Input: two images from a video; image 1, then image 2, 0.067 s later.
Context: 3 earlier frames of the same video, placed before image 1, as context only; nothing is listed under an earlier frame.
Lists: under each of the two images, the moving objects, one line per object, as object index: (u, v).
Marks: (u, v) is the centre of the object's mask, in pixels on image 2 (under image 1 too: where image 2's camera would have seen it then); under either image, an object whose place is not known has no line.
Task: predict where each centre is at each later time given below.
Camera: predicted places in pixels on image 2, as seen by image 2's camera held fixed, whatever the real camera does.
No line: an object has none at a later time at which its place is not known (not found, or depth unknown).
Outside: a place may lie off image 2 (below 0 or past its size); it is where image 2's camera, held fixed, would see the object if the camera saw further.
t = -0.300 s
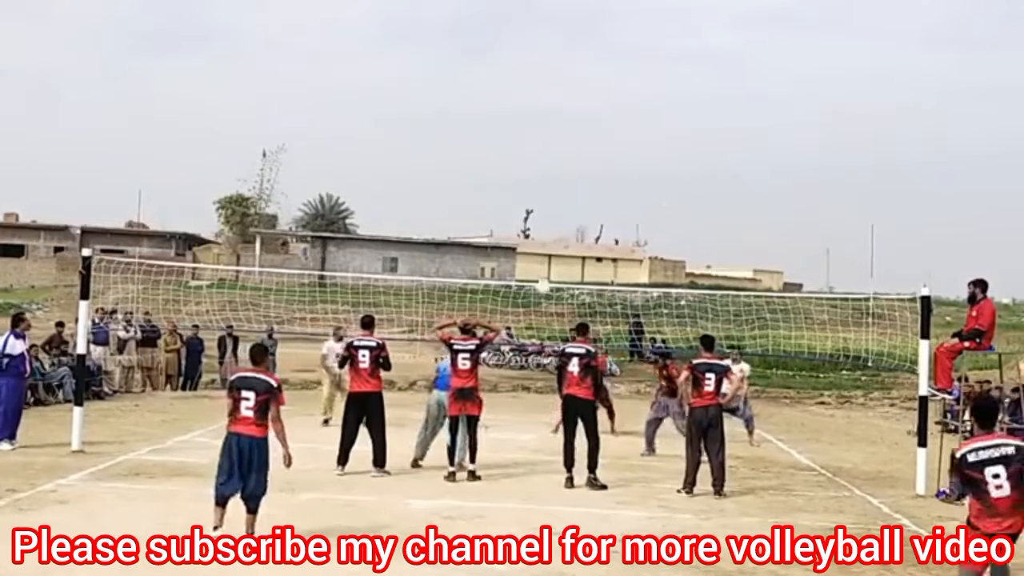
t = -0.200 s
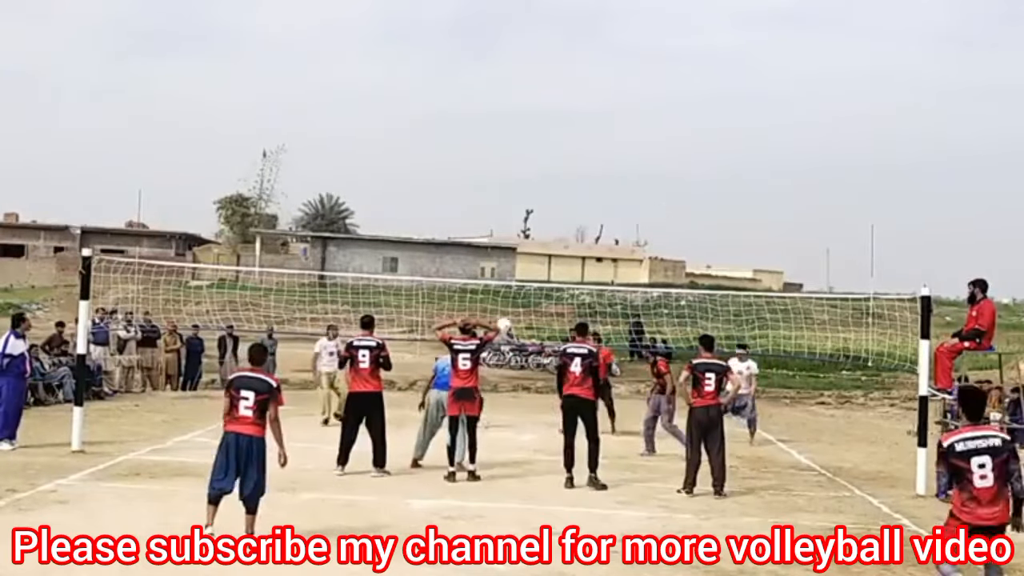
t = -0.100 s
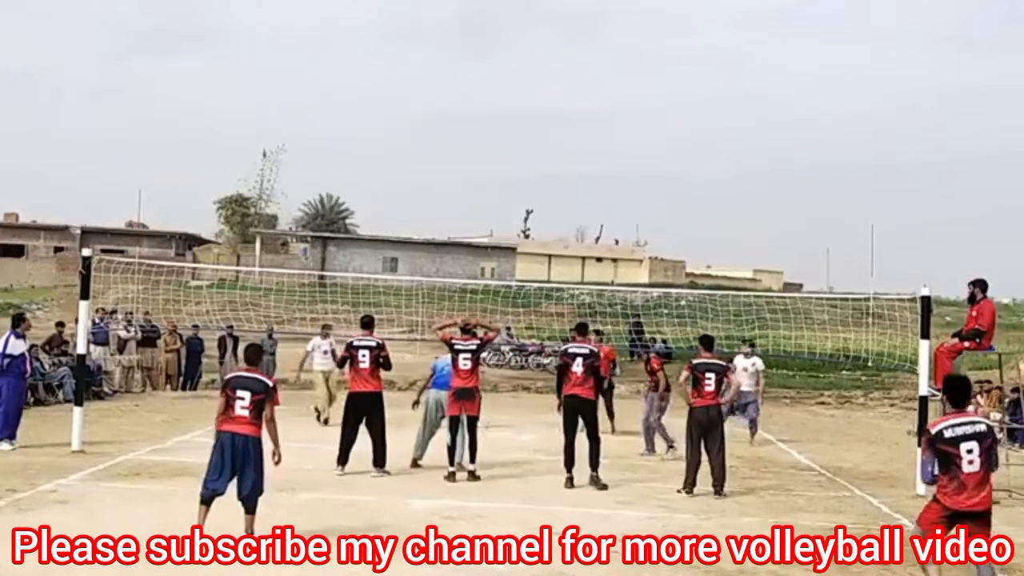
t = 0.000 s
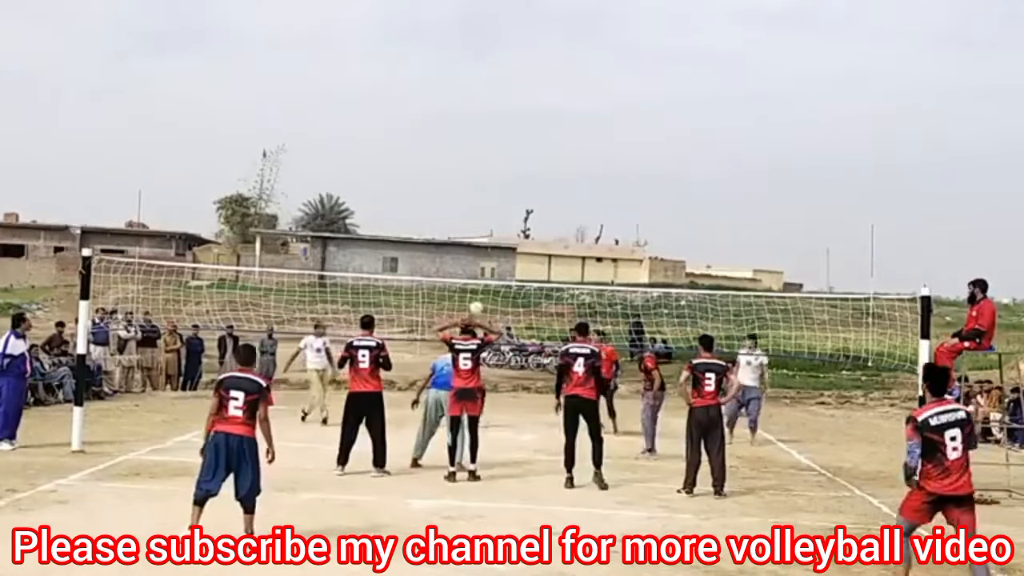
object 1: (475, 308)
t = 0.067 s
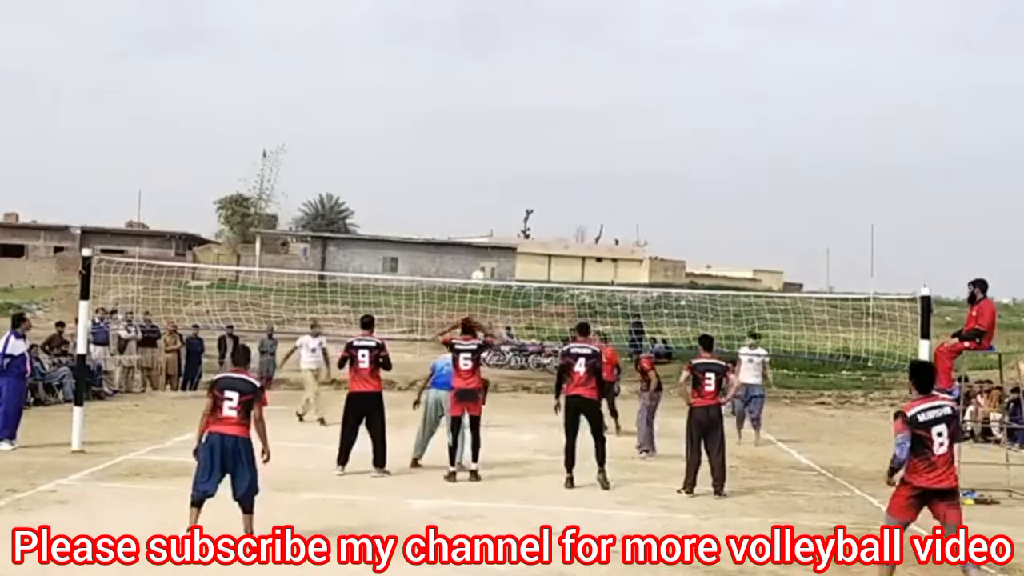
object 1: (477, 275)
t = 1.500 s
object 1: (495, 234)
